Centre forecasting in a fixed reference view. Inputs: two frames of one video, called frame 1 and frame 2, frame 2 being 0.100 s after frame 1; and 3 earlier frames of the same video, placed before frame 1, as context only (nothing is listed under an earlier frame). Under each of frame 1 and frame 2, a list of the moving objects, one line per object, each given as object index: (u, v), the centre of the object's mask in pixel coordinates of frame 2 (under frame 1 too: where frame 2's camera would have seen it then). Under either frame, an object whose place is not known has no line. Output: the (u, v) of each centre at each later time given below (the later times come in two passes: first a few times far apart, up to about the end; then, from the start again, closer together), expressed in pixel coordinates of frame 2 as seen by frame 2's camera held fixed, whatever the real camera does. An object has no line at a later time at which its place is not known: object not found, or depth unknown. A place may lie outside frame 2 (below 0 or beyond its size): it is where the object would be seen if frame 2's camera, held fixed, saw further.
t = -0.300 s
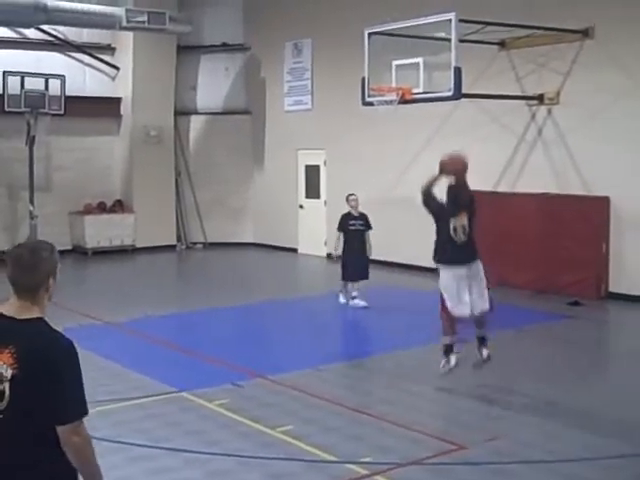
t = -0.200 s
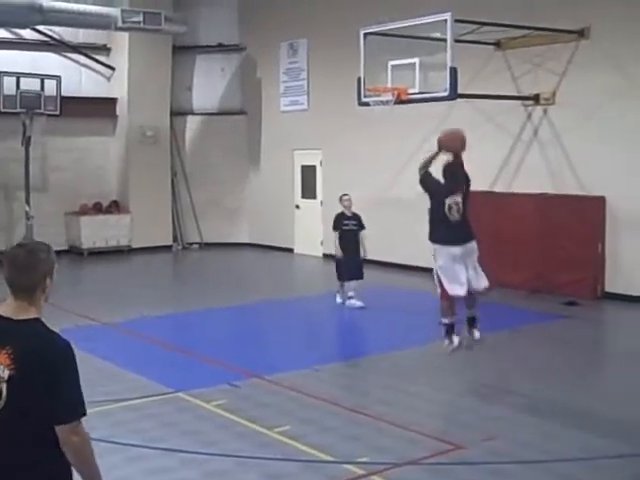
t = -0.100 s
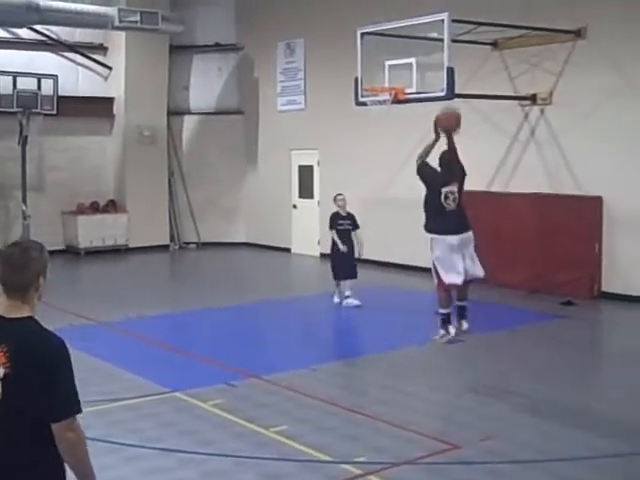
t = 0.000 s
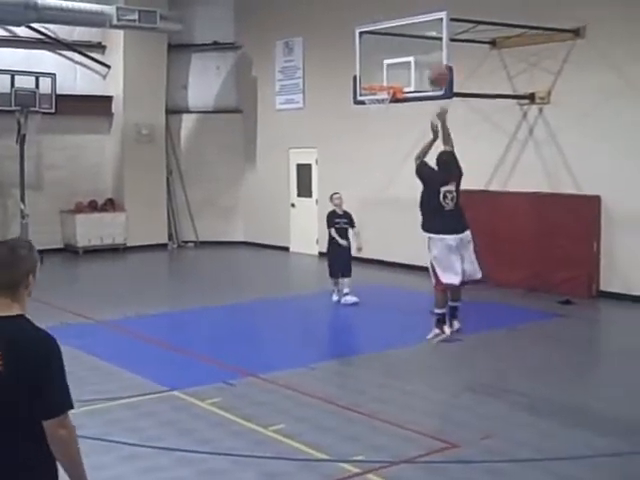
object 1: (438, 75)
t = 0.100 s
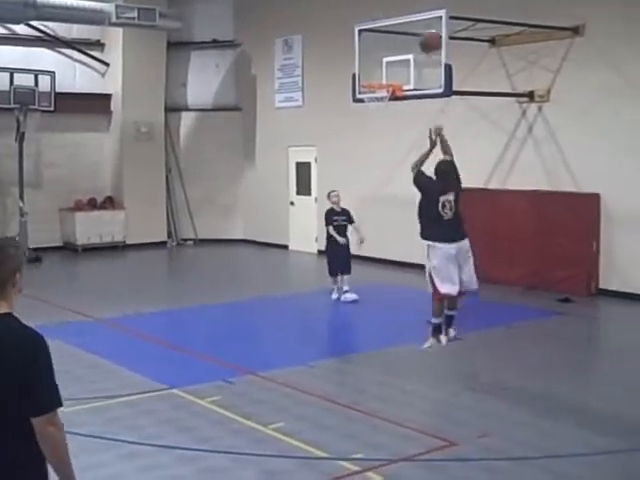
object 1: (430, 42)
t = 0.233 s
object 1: (419, 15)
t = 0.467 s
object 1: (402, 11)
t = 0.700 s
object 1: (388, 44)
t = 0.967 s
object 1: (374, 112)
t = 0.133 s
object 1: (427, 33)
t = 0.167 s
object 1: (424, 25)
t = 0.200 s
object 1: (422, 20)
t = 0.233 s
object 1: (419, 15)
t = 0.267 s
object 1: (416, 11)
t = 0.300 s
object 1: (413, 10)
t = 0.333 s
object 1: (411, 10)
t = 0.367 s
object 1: (408, 10)
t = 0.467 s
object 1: (402, 11)
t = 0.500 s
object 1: (399, 13)
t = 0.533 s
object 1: (397, 14)
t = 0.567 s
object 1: (395, 18)
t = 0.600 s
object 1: (393, 24)
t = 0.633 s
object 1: (391, 29)
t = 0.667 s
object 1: (389, 37)
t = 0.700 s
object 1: (388, 44)
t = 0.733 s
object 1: (386, 52)
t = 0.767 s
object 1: (383, 62)
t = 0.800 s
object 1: (382, 71)
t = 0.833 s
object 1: (380, 78)
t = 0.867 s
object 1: (378, 95)
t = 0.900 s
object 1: (377, 99)
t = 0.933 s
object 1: (375, 108)
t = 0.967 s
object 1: (374, 112)
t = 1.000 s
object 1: (373, 119)
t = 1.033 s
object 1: (372, 128)
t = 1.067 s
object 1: (371, 136)
